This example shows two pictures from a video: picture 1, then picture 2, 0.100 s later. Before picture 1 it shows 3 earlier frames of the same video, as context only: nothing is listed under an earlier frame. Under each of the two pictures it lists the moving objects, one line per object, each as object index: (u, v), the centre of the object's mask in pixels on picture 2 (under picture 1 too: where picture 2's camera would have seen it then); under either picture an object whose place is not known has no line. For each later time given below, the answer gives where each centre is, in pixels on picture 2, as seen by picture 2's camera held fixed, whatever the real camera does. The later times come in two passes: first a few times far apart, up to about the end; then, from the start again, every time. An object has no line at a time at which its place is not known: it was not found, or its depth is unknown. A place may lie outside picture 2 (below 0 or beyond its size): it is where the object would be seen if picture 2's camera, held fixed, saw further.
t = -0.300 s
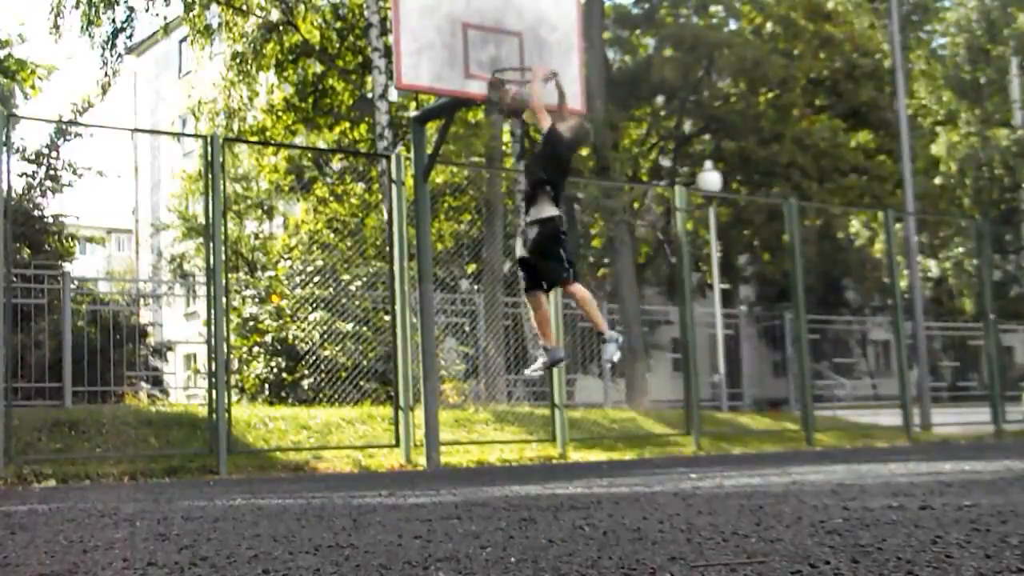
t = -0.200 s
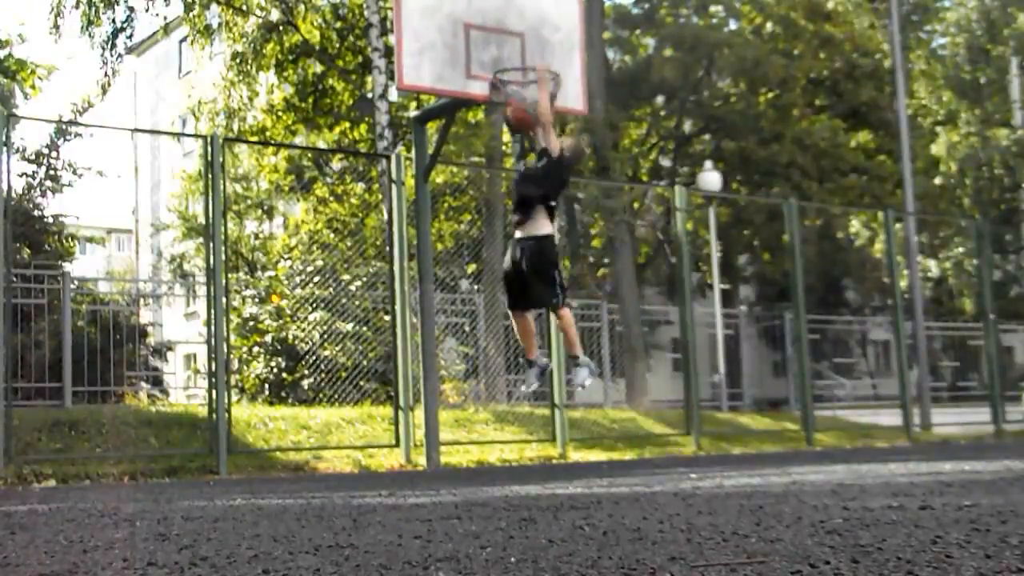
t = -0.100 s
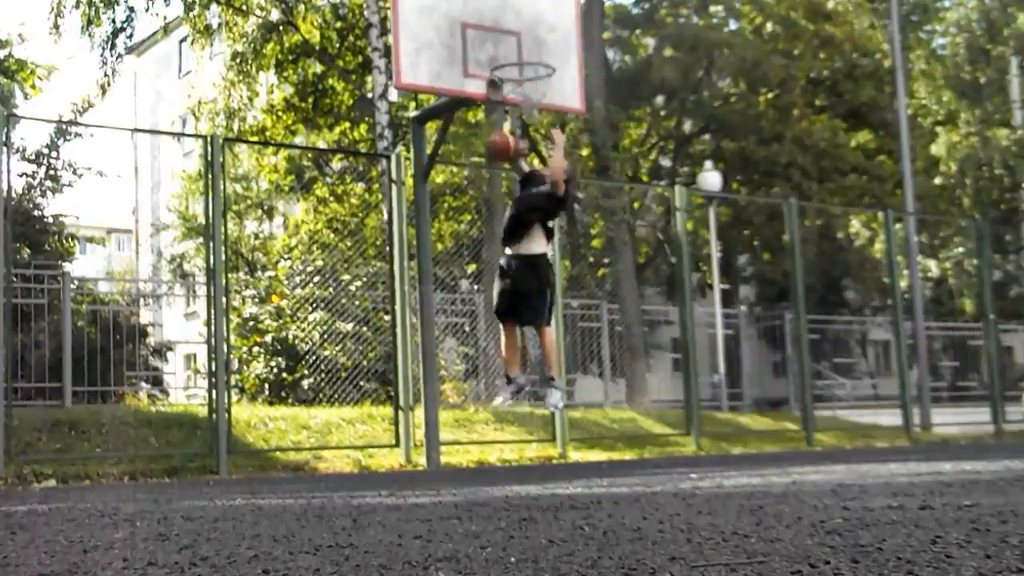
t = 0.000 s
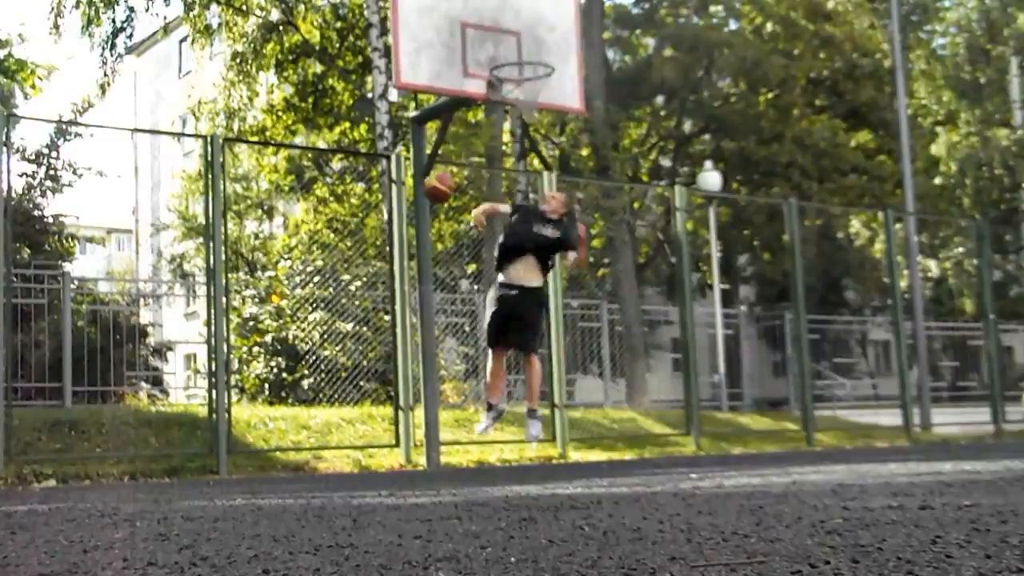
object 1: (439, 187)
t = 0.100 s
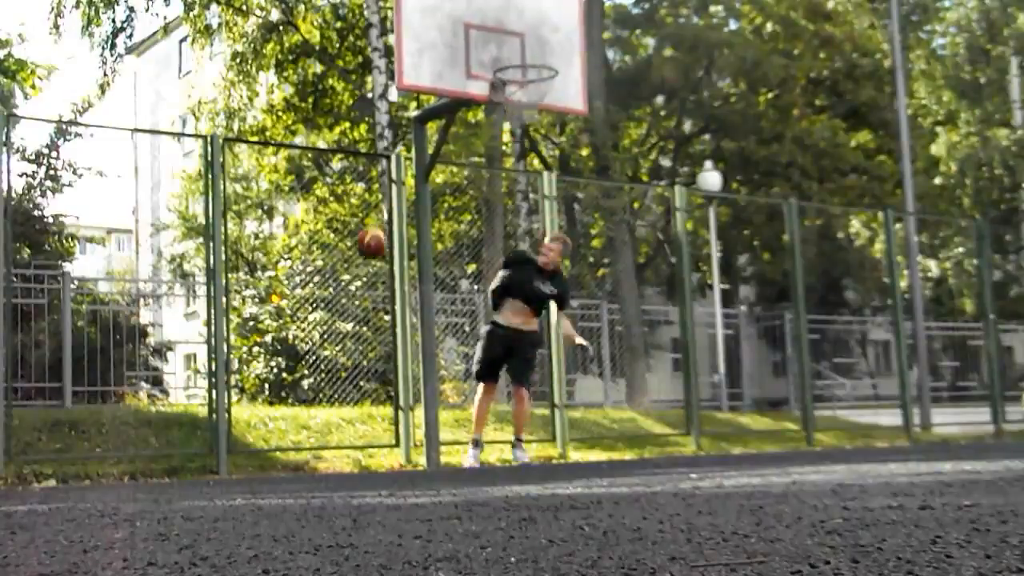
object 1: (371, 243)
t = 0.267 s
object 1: (258, 365)
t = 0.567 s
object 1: (116, 352)
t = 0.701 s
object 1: (67, 300)
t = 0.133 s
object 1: (349, 264)
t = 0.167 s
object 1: (328, 287)
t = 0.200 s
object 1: (304, 311)
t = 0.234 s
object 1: (281, 338)
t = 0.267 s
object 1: (258, 365)
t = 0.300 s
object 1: (234, 395)
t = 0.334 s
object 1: (211, 427)
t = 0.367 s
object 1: (188, 460)
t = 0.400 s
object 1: (174, 451)
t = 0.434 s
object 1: (161, 428)
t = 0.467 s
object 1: (150, 407)
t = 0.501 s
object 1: (138, 387)
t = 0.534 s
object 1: (126, 369)
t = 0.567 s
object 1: (116, 352)
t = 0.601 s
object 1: (104, 336)
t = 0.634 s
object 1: (93, 321)
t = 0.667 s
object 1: (80, 311)
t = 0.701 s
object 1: (67, 300)
